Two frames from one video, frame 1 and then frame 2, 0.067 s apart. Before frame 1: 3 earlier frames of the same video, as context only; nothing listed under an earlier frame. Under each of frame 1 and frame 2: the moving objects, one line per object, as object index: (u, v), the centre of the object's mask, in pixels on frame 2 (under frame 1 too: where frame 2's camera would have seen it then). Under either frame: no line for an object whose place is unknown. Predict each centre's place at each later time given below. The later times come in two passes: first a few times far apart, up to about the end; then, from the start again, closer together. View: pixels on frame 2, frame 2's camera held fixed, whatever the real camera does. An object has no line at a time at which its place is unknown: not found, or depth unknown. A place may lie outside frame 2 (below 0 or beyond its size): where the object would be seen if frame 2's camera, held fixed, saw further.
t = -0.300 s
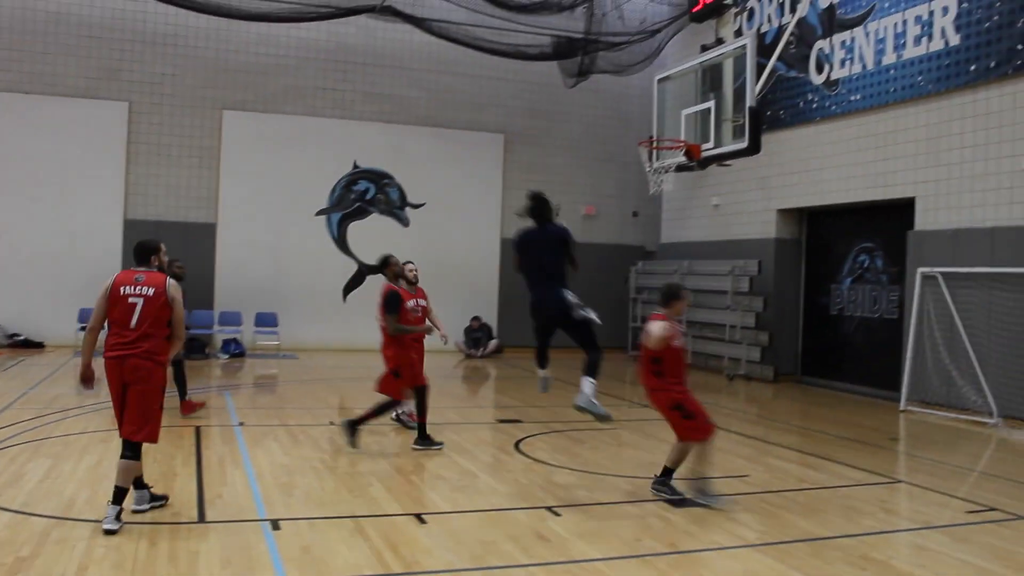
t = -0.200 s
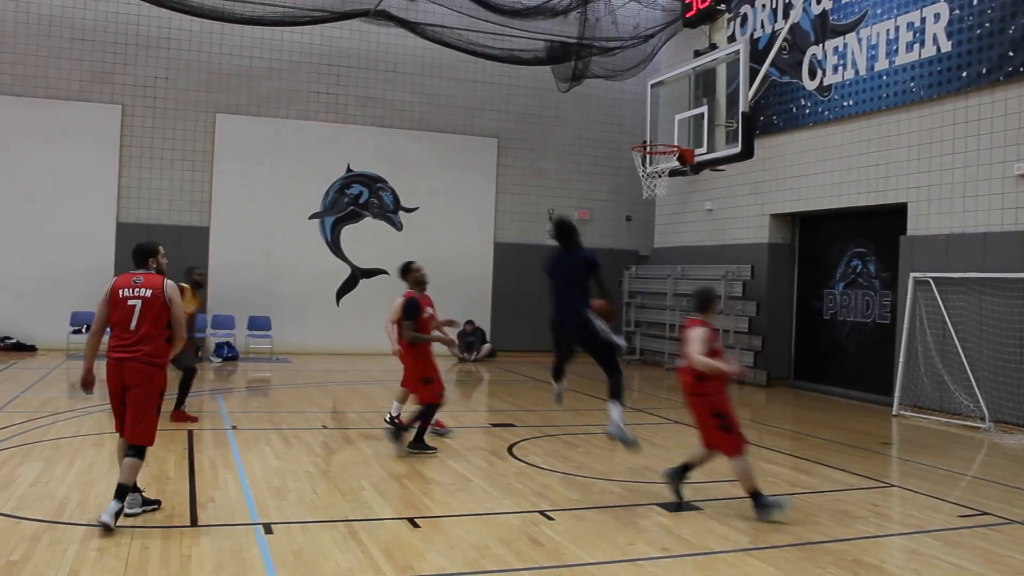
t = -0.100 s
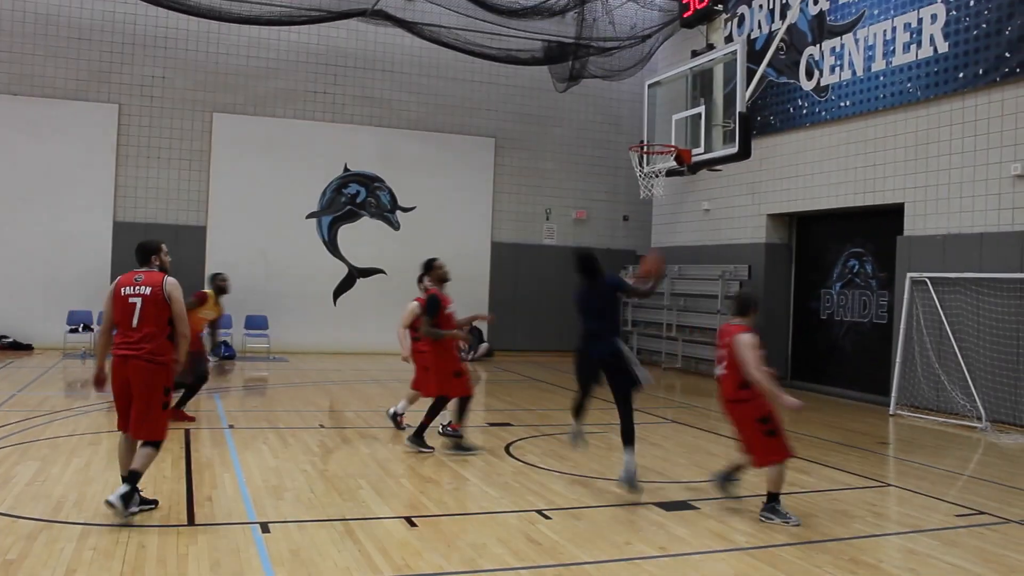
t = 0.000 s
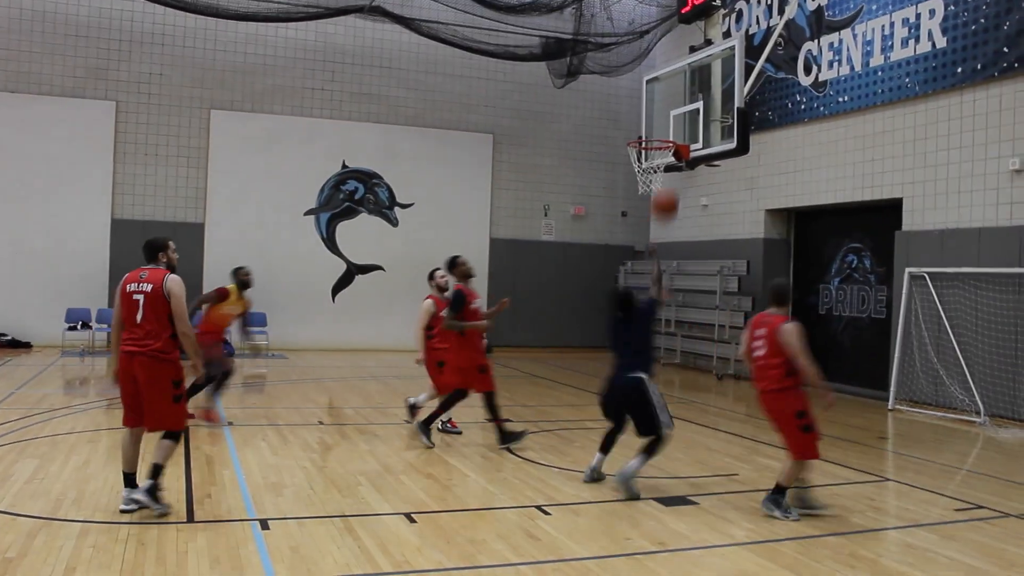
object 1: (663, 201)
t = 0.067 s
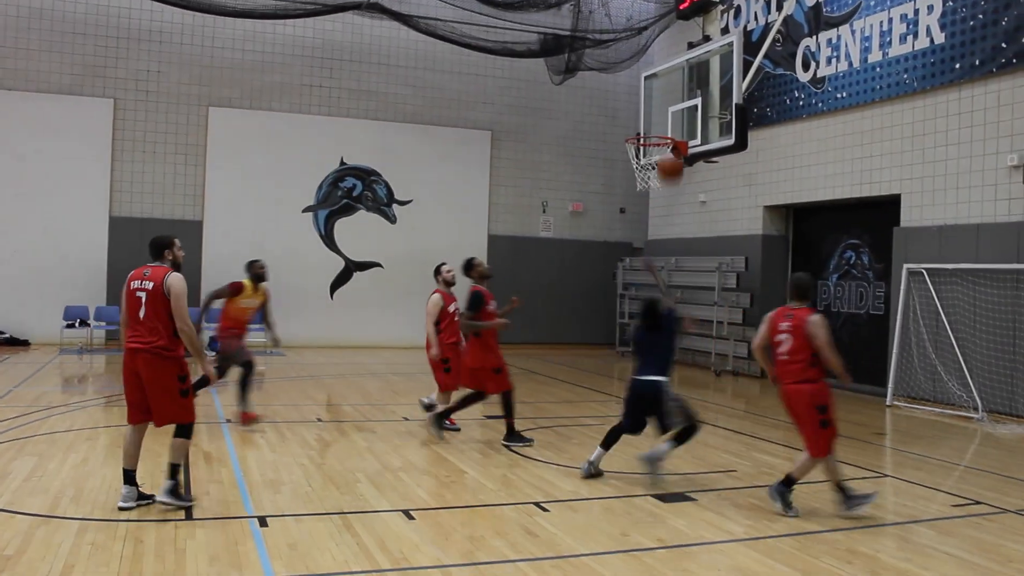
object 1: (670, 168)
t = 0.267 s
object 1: (689, 102)
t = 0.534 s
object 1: (676, 85)
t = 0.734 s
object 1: (633, 118)
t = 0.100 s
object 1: (674, 154)
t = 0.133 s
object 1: (678, 143)
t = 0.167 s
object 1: (681, 128)
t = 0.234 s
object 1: (686, 110)
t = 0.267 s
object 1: (689, 102)
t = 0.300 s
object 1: (692, 95)
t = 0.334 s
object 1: (695, 91)
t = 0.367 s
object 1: (698, 87)
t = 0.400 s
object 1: (700, 85)
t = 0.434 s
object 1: (698, 84)
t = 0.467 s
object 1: (690, 82)
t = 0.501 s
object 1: (683, 83)
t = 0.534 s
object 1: (676, 85)
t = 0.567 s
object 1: (669, 88)
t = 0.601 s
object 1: (662, 91)
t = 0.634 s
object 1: (655, 96)
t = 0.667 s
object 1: (648, 102)
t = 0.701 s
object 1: (641, 109)
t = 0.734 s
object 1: (633, 118)
